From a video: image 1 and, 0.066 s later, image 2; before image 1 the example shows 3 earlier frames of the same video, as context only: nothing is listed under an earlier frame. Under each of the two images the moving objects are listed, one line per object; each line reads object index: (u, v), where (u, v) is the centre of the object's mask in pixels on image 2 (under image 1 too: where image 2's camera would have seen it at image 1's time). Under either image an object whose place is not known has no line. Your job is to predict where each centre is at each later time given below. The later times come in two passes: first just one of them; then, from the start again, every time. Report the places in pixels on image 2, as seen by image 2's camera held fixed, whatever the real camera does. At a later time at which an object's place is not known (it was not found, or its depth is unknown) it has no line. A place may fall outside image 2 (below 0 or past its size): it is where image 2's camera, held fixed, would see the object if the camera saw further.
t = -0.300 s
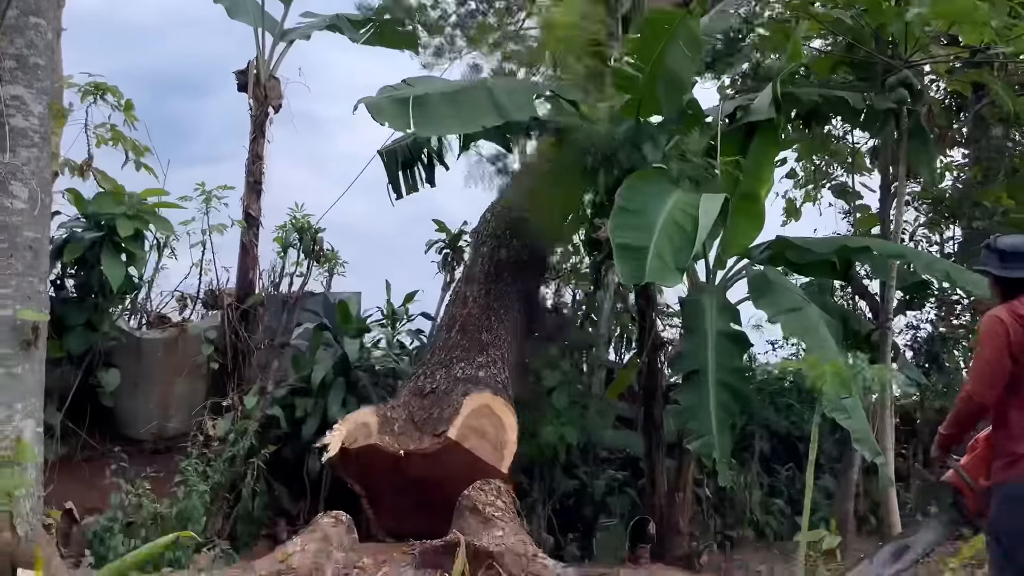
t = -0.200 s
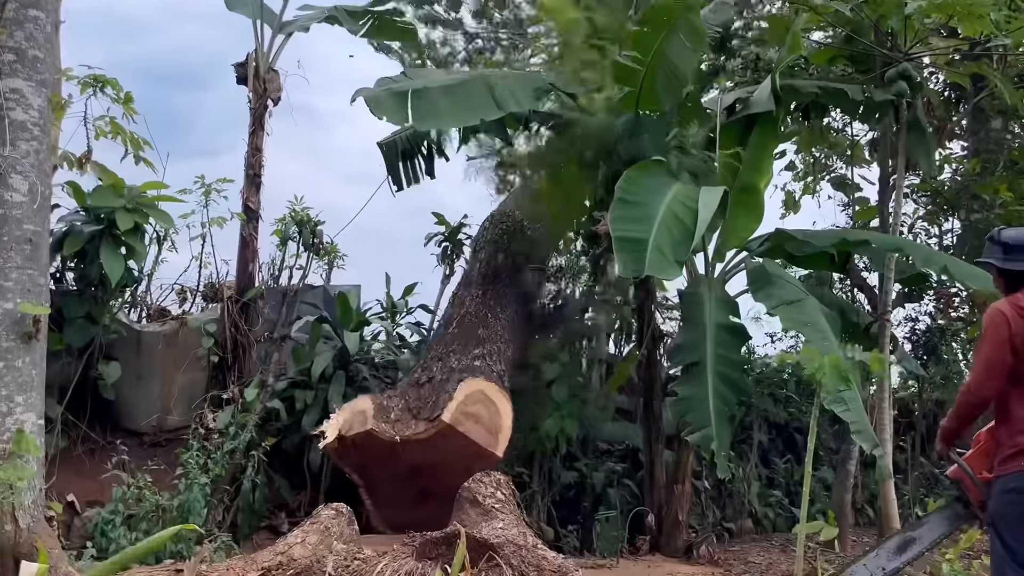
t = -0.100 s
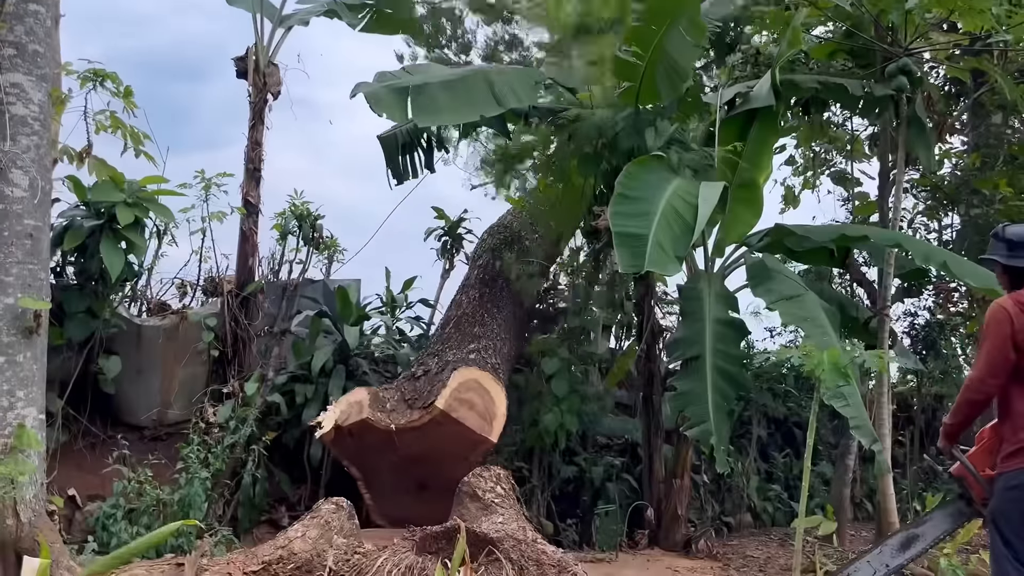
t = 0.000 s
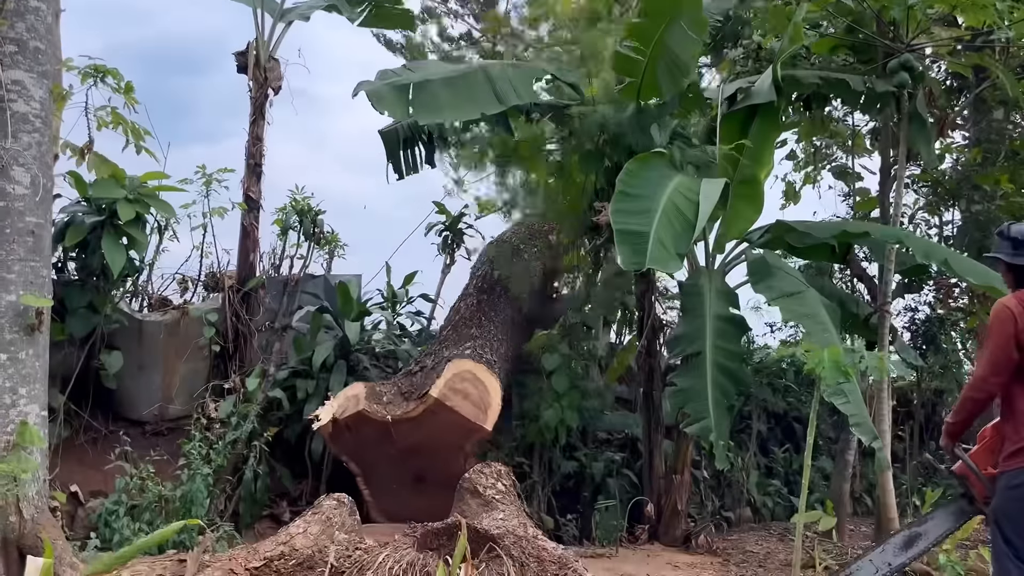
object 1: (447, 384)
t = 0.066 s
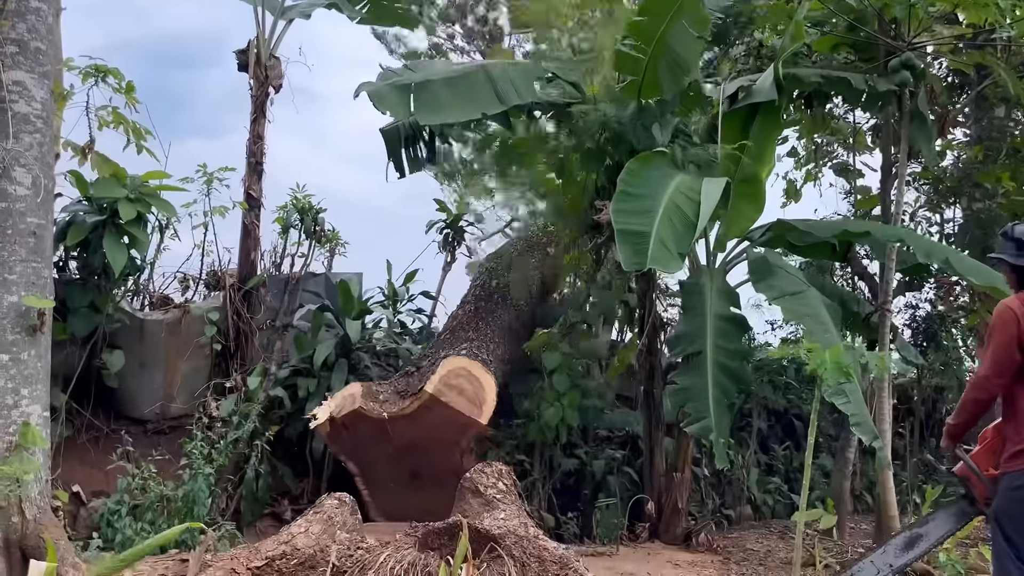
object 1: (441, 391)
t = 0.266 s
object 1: (426, 423)
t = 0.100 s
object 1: (438, 397)
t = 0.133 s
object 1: (436, 400)
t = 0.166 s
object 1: (433, 404)
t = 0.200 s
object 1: (430, 409)
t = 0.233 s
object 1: (427, 417)
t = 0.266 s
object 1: (426, 423)
